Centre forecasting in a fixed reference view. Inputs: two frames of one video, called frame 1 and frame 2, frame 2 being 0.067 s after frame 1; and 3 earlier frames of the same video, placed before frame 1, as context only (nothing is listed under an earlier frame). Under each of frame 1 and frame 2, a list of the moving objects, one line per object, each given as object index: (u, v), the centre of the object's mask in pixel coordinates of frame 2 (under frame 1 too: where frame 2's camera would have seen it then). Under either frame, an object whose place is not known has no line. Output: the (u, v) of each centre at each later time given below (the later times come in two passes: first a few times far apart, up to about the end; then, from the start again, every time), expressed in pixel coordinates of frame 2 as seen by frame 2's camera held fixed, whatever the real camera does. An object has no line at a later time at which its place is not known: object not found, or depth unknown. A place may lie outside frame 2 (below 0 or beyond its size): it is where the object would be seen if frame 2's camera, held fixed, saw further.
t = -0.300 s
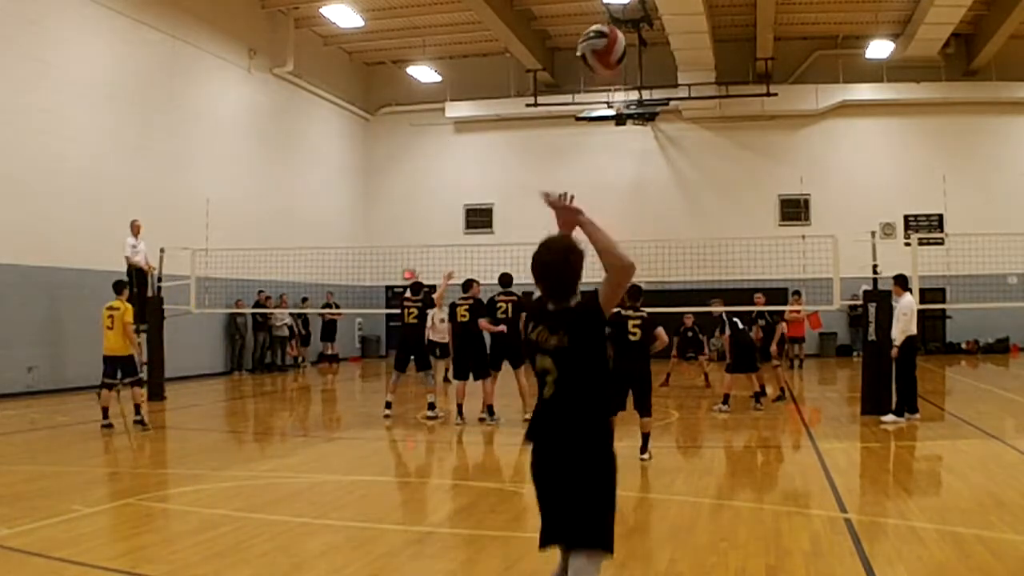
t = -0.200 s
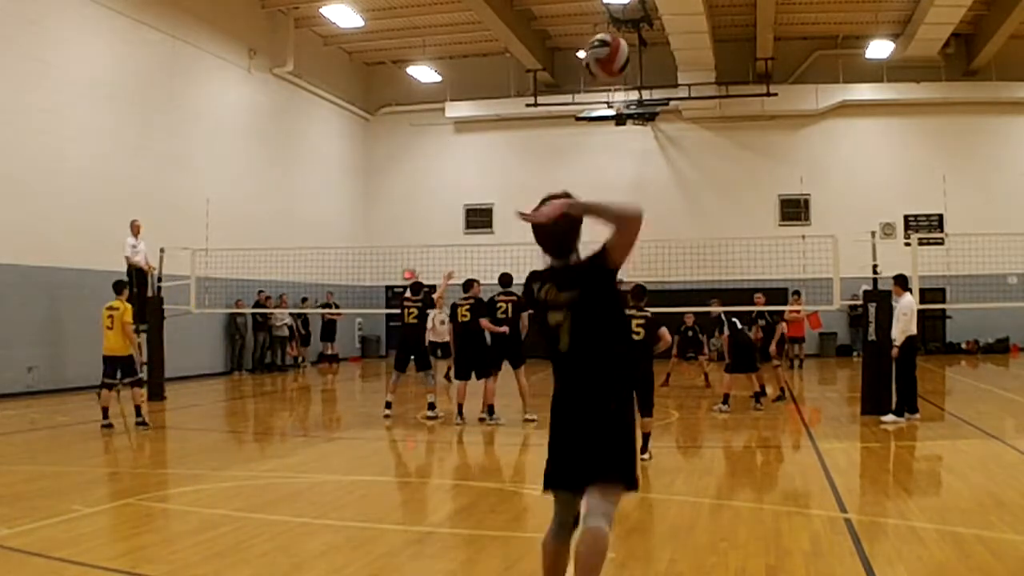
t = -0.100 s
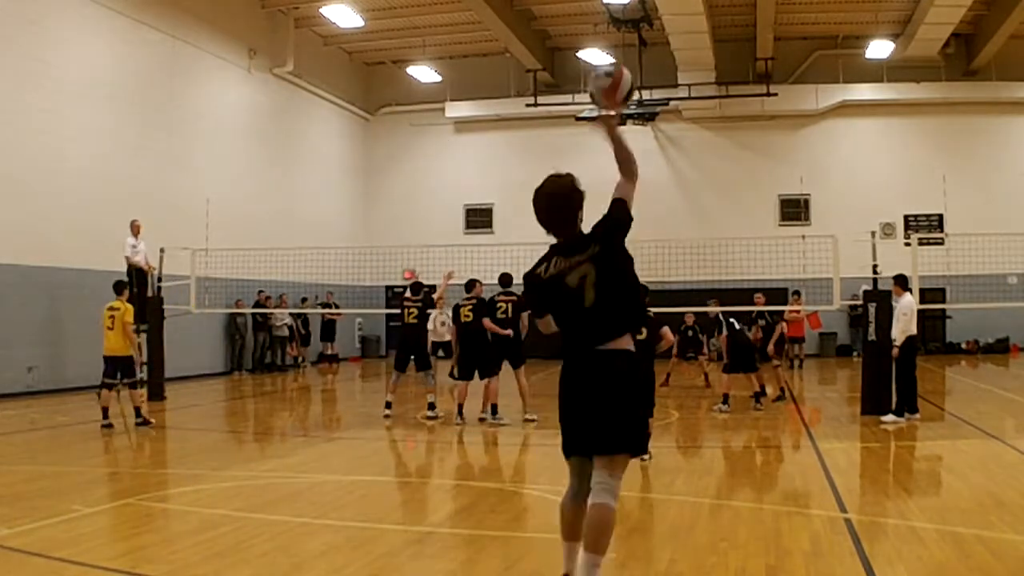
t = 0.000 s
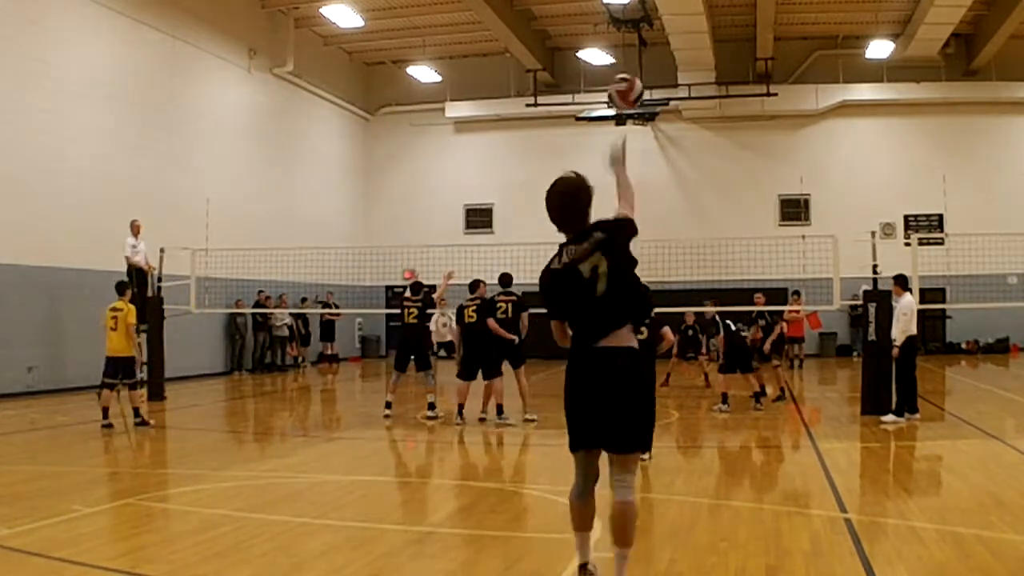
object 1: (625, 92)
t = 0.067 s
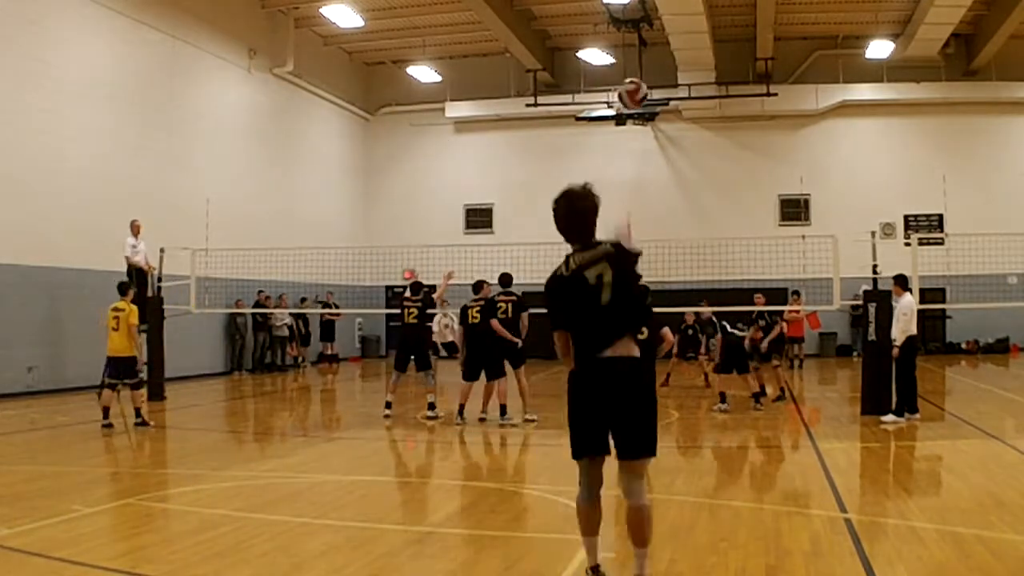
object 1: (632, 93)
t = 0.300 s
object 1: (641, 121)
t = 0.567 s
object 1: (635, 183)
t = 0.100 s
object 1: (635, 95)
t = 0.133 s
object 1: (635, 98)
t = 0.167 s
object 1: (638, 102)
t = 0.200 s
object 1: (639, 107)
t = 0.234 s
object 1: (640, 111)
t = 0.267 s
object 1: (641, 116)
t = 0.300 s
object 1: (641, 121)
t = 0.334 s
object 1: (640, 128)
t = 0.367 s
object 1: (640, 134)
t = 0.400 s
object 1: (640, 142)
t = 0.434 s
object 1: (639, 150)
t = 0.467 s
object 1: (638, 158)
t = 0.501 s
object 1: (638, 167)
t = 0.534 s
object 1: (637, 175)
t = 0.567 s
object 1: (635, 183)
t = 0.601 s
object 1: (634, 192)
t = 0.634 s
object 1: (634, 201)
